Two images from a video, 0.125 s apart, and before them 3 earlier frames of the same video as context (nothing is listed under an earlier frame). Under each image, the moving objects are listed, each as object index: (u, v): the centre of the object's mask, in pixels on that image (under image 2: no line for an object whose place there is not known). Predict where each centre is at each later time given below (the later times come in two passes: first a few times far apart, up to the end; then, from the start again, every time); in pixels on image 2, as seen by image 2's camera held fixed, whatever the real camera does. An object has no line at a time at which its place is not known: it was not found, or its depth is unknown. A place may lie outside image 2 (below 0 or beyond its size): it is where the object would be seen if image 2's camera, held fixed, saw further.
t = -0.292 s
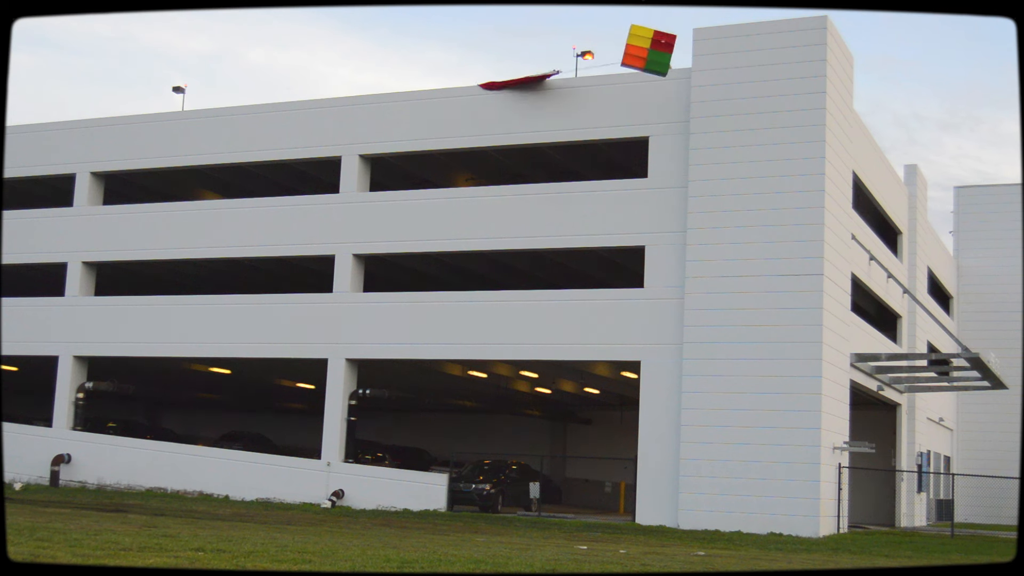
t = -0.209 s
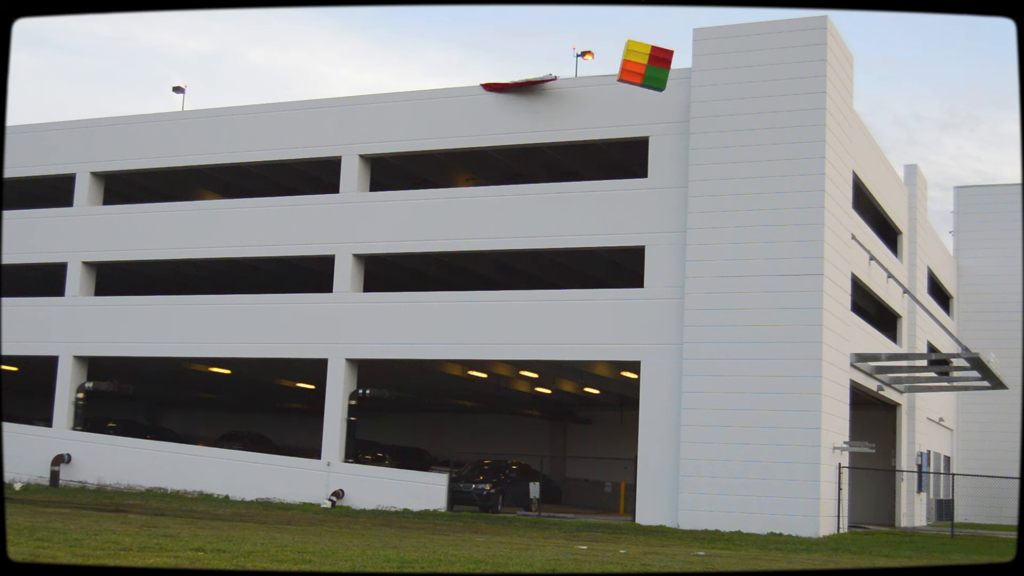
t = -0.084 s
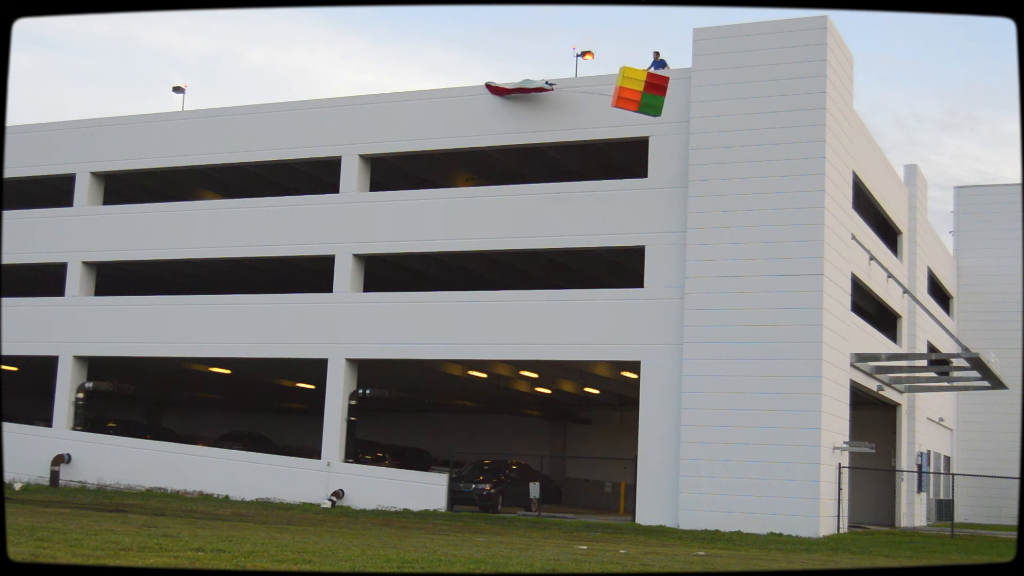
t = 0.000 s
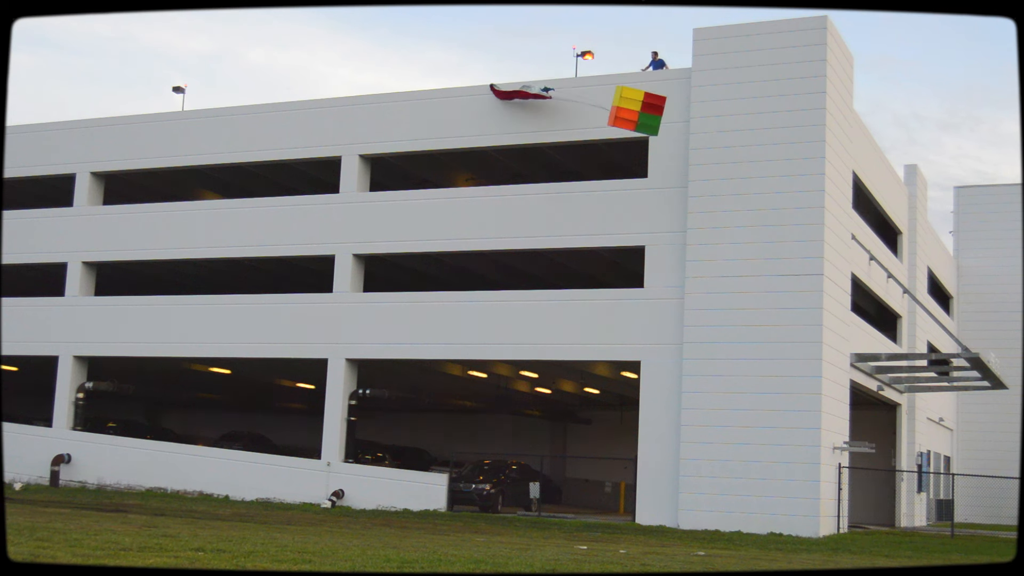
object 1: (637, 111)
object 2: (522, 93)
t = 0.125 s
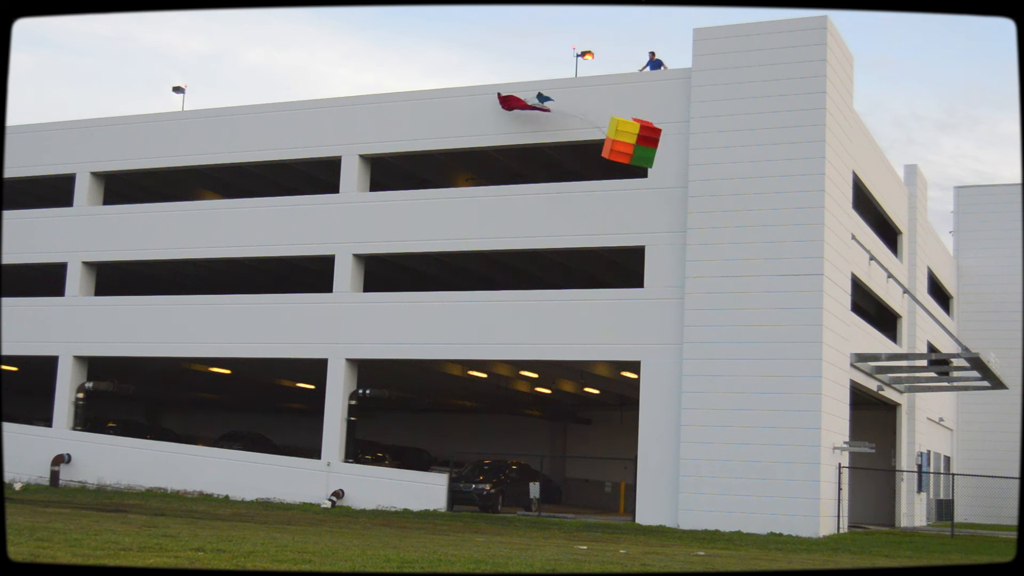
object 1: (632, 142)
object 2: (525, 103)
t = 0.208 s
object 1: (628, 164)
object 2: (527, 110)
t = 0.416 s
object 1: (619, 224)
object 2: (526, 134)
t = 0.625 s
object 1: (610, 285)
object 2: (525, 162)
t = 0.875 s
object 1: (598, 355)
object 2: (530, 203)
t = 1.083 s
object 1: (589, 415)
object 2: (543, 244)
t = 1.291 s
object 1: (578, 470)
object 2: (557, 285)
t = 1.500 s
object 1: (571, 511)
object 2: (571, 331)
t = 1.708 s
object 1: (564, 513)
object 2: (592, 376)
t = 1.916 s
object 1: (559, 513)
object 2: (603, 416)
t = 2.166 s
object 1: (558, 514)
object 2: (619, 460)
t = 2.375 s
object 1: (561, 515)
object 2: (630, 502)
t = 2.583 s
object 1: (563, 515)
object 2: (643, 529)
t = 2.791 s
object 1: (561, 516)
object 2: (641, 531)
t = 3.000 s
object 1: (560, 516)
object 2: (641, 531)
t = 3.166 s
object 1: (551, 517)
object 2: (641, 531)
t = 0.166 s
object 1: (630, 153)
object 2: (526, 106)
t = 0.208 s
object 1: (628, 164)
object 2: (527, 110)
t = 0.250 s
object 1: (626, 175)
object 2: (527, 115)
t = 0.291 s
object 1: (625, 187)
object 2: (527, 119)
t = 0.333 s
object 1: (623, 199)
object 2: (528, 124)
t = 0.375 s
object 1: (621, 211)
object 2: (527, 129)
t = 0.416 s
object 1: (619, 224)
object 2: (526, 134)
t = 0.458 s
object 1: (617, 236)
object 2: (526, 138)
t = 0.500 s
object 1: (615, 249)
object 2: (526, 144)
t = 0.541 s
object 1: (613, 261)
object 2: (526, 149)
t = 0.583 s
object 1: (611, 273)
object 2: (526, 155)
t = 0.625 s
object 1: (610, 285)
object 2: (525, 162)
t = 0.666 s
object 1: (608, 298)
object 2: (525, 168)
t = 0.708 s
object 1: (606, 310)
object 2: (525, 175)
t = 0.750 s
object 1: (604, 322)
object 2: (526, 181)
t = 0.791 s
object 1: (602, 334)
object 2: (527, 188)
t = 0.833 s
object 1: (600, 345)
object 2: (528, 195)
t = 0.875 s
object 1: (598, 355)
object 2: (530, 203)
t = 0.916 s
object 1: (596, 368)
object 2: (532, 211)
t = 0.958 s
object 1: (595, 380)
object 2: (535, 220)
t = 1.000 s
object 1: (592, 391)
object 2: (536, 227)
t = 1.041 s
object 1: (591, 403)
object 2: (539, 236)
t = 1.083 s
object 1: (589, 415)
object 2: (543, 244)
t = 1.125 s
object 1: (587, 426)
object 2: (547, 252)
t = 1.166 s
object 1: (584, 438)
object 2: (550, 260)
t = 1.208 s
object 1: (582, 449)
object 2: (554, 268)
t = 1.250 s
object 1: (580, 460)
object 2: (554, 277)
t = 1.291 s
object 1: (578, 470)
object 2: (557, 285)
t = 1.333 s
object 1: (576, 481)
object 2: (560, 294)
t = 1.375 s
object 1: (575, 492)
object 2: (563, 303)
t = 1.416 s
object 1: (573, 502)
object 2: (566, 313)
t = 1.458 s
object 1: (572, 510)
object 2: (569, 322)
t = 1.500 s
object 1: (571, 511)
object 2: (571, 331)
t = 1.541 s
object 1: (571, 511)
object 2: (575, 338)
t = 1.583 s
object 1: (569, 511)
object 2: (577, 347)
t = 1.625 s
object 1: (567, 512)
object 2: (584, 352)
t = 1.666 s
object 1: (565, 513)
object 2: (594, 369)
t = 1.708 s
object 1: (564, 513)
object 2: (592, 376)
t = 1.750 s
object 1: (563, 514)
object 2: (595, 384)
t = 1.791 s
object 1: (562, 515)
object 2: (597, 392)
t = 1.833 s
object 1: (561, 513)
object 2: (599, 400)
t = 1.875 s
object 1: (559, 513)
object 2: (601, 408)
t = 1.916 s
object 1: (559, 513)
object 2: (603, 416)
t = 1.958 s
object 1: (558, 512)
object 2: (606, 422)
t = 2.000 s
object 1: (557, 512)
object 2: (608, 430)
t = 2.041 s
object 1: (558, 513)
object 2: (611, 437)
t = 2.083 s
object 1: (558, 513)
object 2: (614, 444)
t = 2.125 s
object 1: (558, 514)
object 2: (616, 451)
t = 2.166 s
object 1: (558, 514)
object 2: (619, 460)
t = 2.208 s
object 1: (559, 514)
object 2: (622, 468)
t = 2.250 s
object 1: (559, 514)
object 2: (624, 475)
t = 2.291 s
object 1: (559, 514)
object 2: (626, 483)
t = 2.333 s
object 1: (560, 514)
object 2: (628, 493)
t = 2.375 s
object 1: (561, 515)
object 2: (630, 502)
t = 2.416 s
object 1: (562, 515)
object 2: (632, 511)
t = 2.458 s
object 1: (562, 515)
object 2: (634, 517)
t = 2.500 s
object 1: (563, 515)
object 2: (634, 524)
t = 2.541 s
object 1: (563, 515)
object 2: (638, 527)
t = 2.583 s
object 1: (563, 515)
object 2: (643, 529)
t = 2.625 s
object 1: (561, 515)
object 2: (643, 530)
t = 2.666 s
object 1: (561, 515)
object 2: (643, 530)
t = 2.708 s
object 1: (561, 515)
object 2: (642, 531)
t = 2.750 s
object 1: (561, 516)
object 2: (642, 531)
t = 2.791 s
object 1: (561, 516)
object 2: (641, 531)
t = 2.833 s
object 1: (560, 516)
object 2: (641, 531)
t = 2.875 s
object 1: (560, 516)
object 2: (641, 531)
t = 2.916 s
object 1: (560, 516)
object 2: (641, 531)
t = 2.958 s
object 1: (560, 516)
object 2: (641, 531)
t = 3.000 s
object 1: (560, 516)
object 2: (641, 531)
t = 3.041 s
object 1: (551, 517)
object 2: (641, 531)
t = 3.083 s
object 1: (550, 517)
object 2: (641, 531)
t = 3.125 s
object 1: (551, 517)
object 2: (641, 531)
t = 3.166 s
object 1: (551, 517)
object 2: (641, 531)
